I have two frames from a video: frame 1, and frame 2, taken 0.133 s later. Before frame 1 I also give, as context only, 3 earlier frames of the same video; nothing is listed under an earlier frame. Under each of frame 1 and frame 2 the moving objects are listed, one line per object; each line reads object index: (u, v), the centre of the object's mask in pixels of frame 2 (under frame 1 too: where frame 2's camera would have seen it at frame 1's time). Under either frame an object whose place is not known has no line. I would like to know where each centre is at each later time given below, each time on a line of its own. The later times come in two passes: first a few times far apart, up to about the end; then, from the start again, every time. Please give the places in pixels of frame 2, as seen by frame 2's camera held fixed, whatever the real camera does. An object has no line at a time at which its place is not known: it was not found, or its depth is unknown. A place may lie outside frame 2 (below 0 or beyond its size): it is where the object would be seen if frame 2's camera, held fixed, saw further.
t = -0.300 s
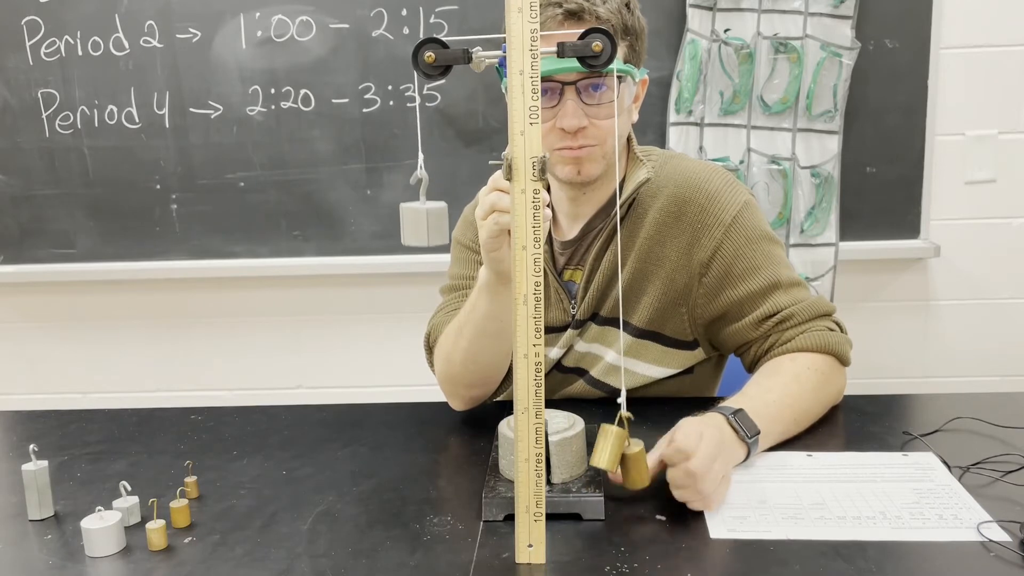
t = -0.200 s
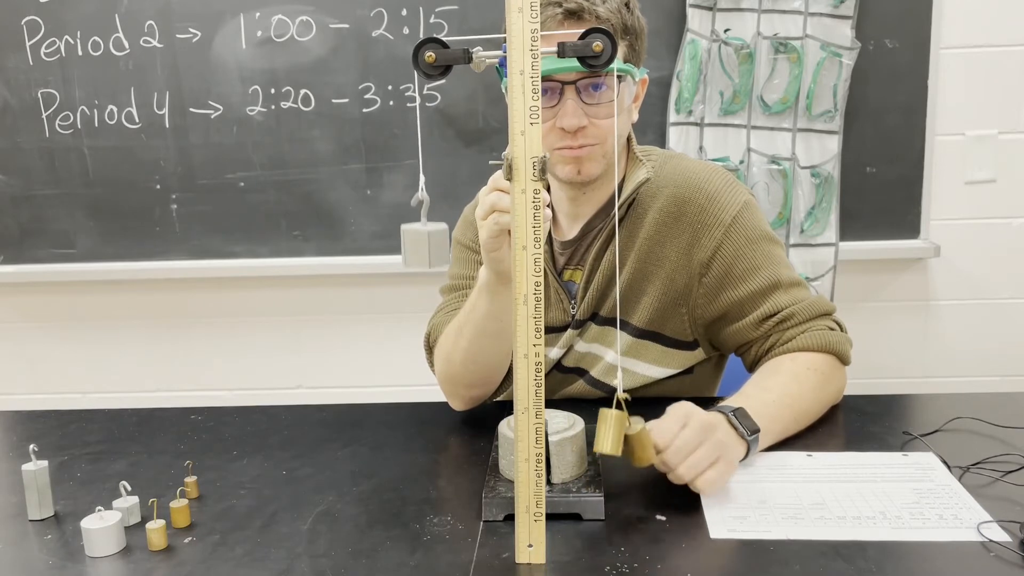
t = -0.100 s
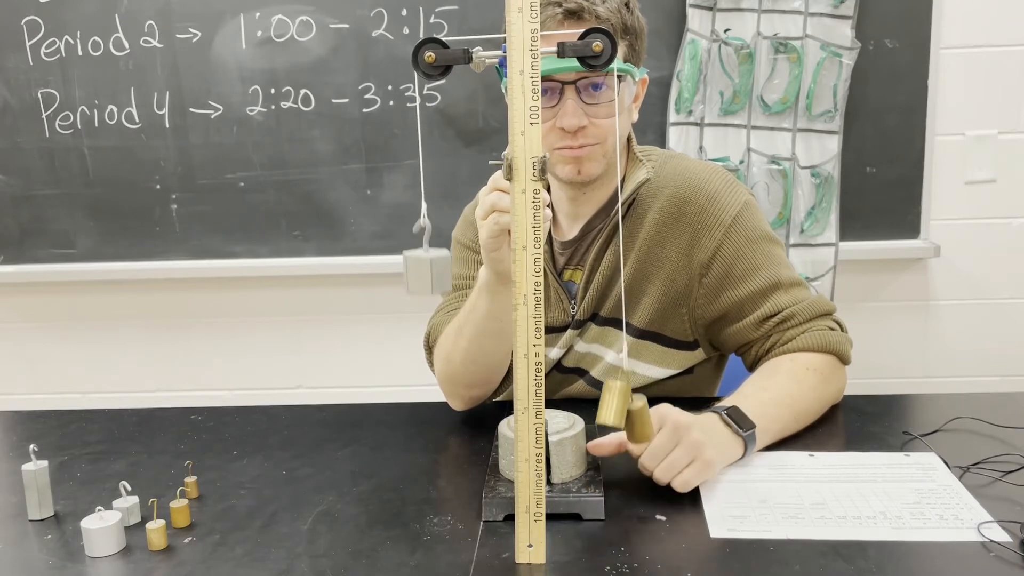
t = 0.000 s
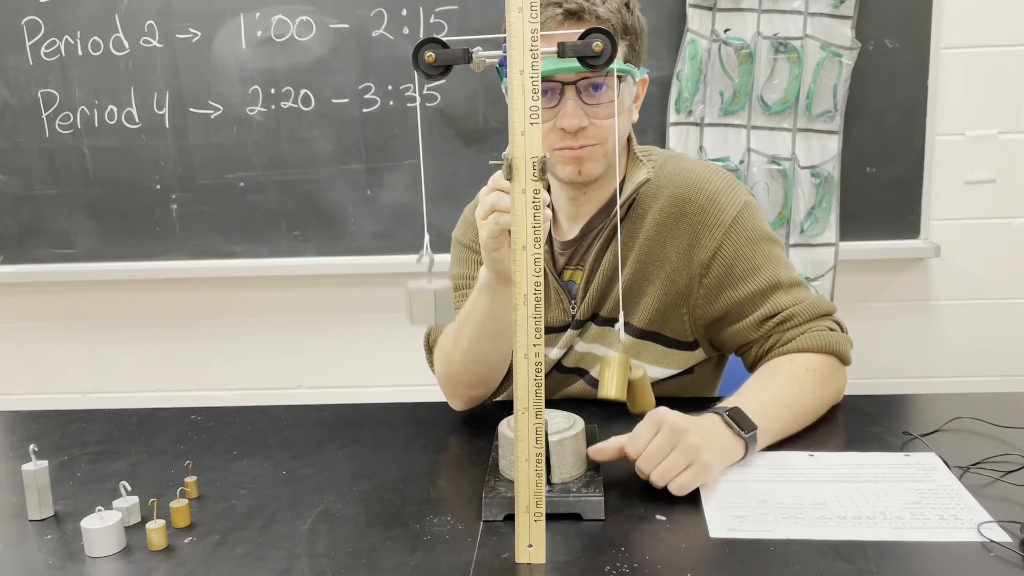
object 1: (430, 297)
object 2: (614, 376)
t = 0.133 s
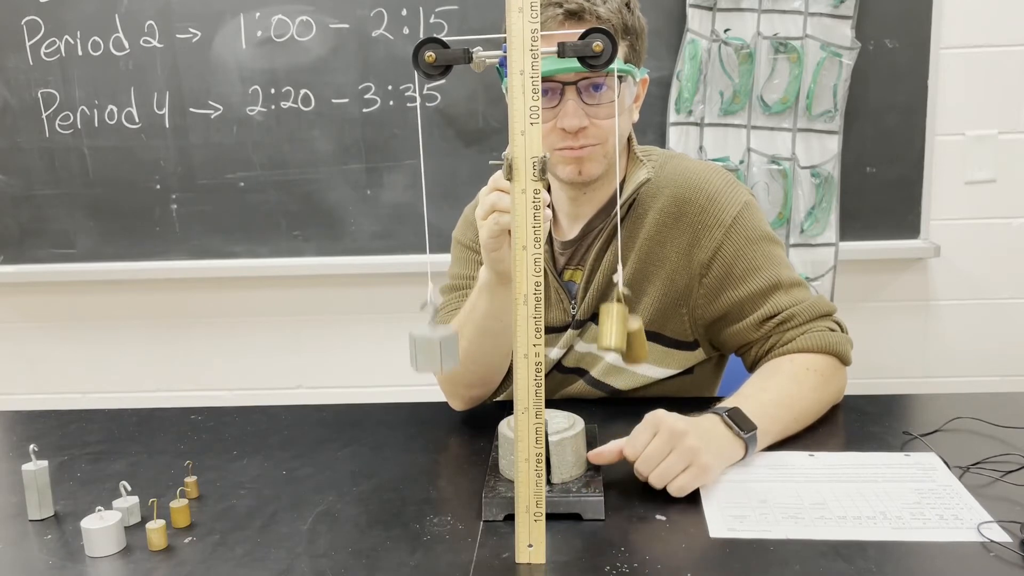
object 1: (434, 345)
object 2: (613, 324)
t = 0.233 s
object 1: (436, 387)
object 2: (611, 283)
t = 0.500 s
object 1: (442, 503)
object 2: (608, 149)
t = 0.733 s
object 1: (433, 498)
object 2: (619, 161)
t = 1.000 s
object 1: (438, 507)
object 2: (624, 152)
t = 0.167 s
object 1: (434, 357)
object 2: (612, 312)
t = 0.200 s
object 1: (435, 371)
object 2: (611, 298)
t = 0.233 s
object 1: (436, 387)
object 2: (611, 283)
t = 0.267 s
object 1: (437, 399)
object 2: (610, 268)
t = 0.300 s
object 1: (438, 415)
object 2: (609, 253)
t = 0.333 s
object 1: (439, 428)
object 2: (608, 237)
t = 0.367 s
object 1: (440, 442)
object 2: (607, 222)
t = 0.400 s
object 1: (440, 456)
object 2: (607, 203)
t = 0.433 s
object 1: (441, 473)
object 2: (608, 187)
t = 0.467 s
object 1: (442, 489)
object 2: (608, 168)
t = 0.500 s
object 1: (442, 503)
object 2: (608, 149)
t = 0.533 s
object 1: (438, 503)
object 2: (609, 135)
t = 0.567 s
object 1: (435, 505)
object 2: (610, 131)
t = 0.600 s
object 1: (433, 506)
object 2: (612, 140)
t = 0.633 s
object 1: (433, 507)
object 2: (613, 154)
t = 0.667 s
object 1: (432, 499)
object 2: (615, 158)
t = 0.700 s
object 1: (433, 500)
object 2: (617, 160)
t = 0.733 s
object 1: (433, 498)
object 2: (619, 161)
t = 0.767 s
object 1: (433, 501)
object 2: (621, 158)
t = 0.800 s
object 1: (433, 500)
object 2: (622, 158)
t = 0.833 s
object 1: (435, 503)
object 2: (623, 157)
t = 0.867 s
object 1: (436, 504)
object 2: (624, 154)
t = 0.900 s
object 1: (437, 507)
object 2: (624, 151)
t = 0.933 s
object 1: (437, 507)
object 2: (624, 150)
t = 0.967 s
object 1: (437, 505)
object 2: (624, 151)
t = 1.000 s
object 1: (438, 507)
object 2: (624, 152)
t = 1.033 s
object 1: (438, 505)
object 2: (624, 154)
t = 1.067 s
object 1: (438, 507)
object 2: (624, 153)
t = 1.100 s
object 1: (438, 505)
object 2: (623, 151)
